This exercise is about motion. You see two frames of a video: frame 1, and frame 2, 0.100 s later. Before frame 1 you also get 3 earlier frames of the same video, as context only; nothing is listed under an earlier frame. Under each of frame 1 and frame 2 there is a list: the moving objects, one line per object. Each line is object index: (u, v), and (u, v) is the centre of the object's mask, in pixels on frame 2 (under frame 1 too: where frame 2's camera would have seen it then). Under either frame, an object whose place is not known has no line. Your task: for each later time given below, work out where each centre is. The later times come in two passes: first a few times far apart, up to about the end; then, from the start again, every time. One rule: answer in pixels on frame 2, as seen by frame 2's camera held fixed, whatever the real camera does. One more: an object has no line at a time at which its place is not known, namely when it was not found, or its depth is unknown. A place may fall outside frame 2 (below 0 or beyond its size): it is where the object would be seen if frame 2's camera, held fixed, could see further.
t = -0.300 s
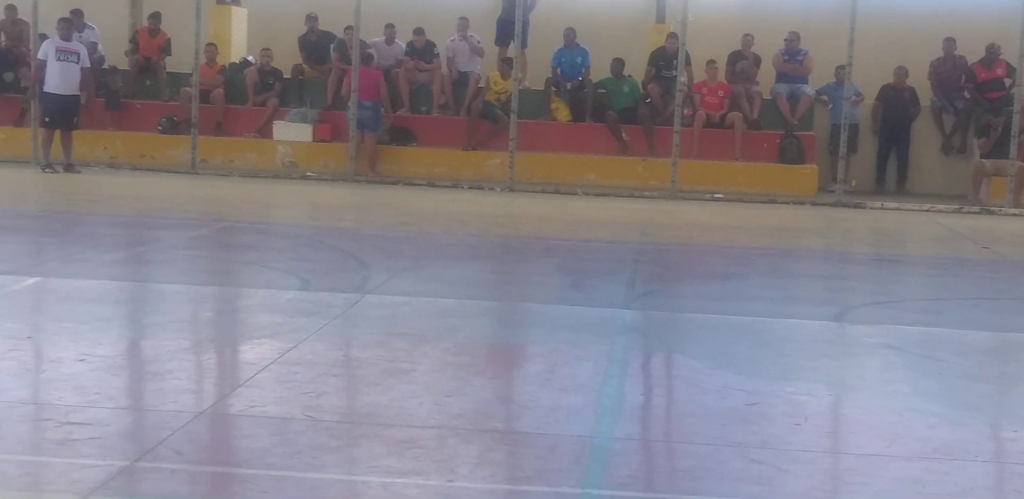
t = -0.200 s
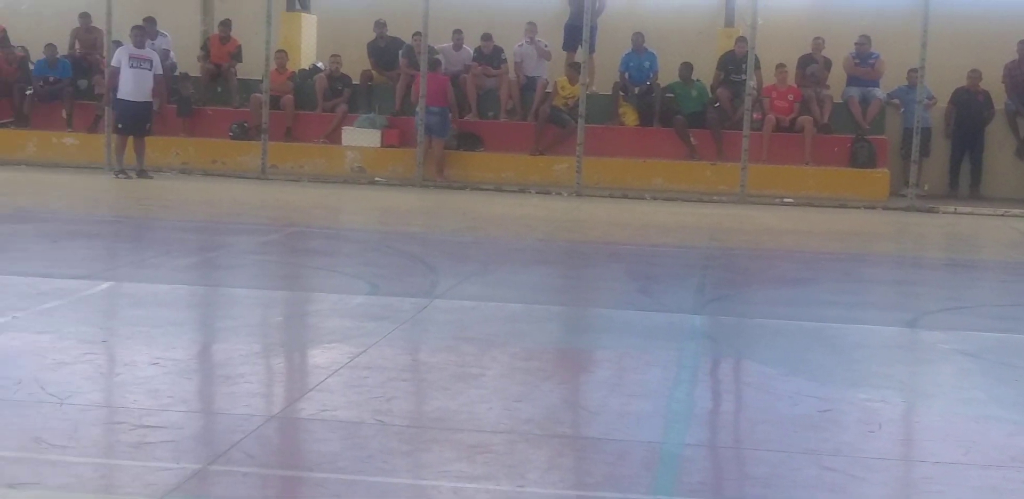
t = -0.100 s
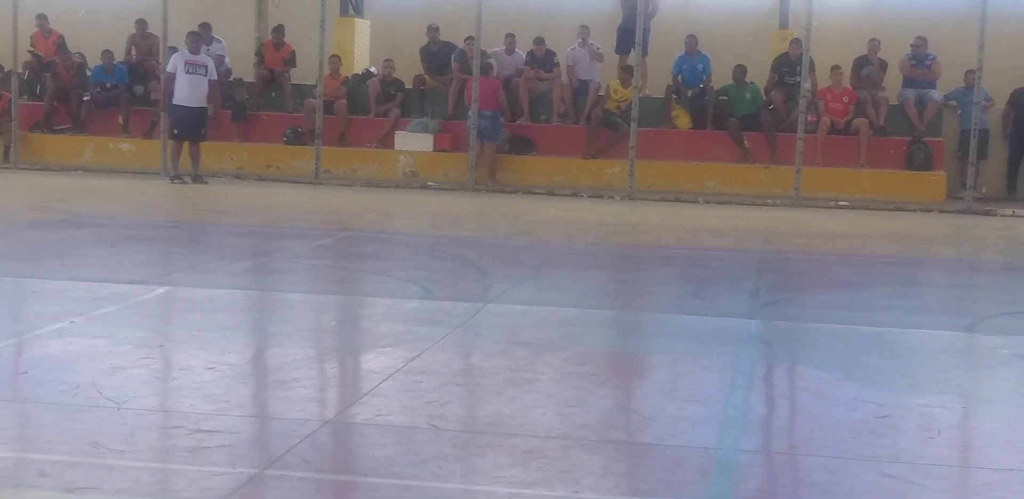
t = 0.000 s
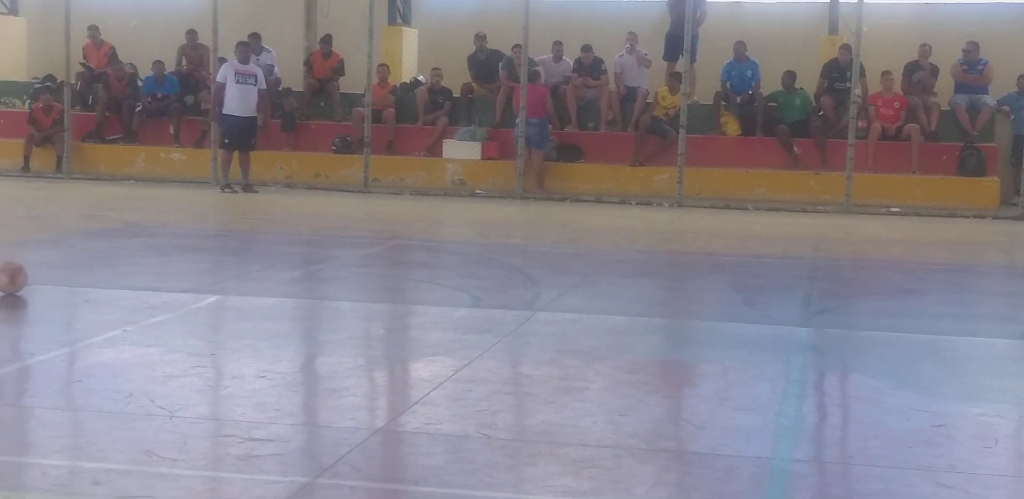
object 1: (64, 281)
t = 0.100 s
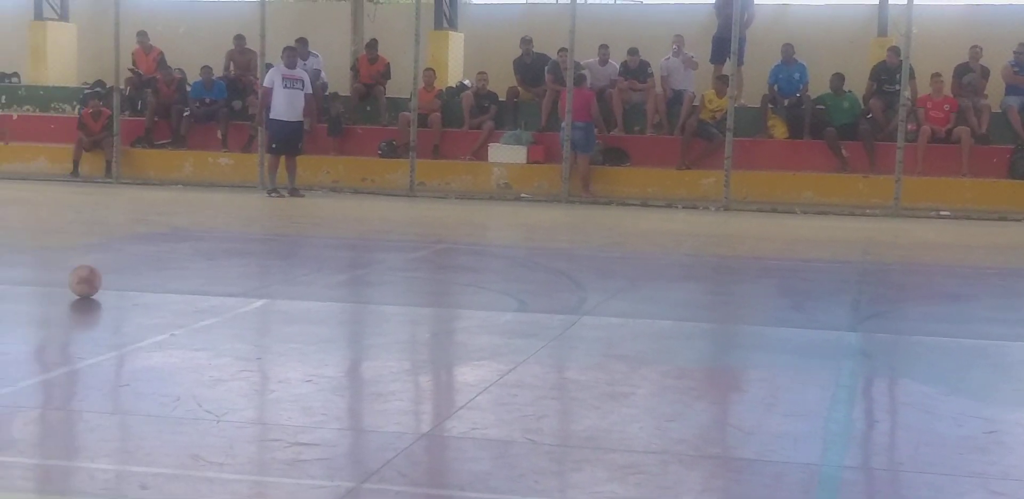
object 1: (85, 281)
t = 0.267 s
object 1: (126, 279)
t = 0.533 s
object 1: (187, 282)
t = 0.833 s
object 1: (253, 282)
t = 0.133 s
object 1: (94, 281)
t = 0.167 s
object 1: (102, 281)
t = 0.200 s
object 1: (110, 280)
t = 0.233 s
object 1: (118, 279)
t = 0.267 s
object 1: (126, 279)
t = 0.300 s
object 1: (134, 281)
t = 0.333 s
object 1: (141, 281)
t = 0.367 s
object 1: (149, 282)
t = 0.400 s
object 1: (157, 282)
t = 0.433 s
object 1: (165, 281)
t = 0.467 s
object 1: (172, 282)
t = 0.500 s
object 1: (180, 282)
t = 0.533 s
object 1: (187, 282)
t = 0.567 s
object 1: (195, 282)
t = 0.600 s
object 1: (203, 282)
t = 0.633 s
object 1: (210, 282)
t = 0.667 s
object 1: (216, 282)
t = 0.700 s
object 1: (224, 282)
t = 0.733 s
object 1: (231, 282)
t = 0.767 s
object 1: (239, 282)
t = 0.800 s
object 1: (246, 282)
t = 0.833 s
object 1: (253, 282)
